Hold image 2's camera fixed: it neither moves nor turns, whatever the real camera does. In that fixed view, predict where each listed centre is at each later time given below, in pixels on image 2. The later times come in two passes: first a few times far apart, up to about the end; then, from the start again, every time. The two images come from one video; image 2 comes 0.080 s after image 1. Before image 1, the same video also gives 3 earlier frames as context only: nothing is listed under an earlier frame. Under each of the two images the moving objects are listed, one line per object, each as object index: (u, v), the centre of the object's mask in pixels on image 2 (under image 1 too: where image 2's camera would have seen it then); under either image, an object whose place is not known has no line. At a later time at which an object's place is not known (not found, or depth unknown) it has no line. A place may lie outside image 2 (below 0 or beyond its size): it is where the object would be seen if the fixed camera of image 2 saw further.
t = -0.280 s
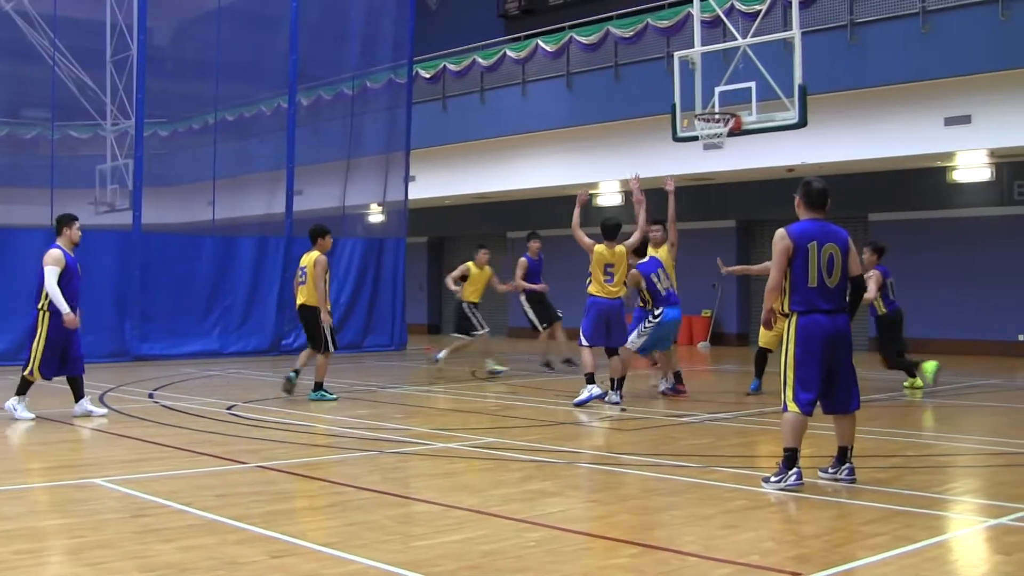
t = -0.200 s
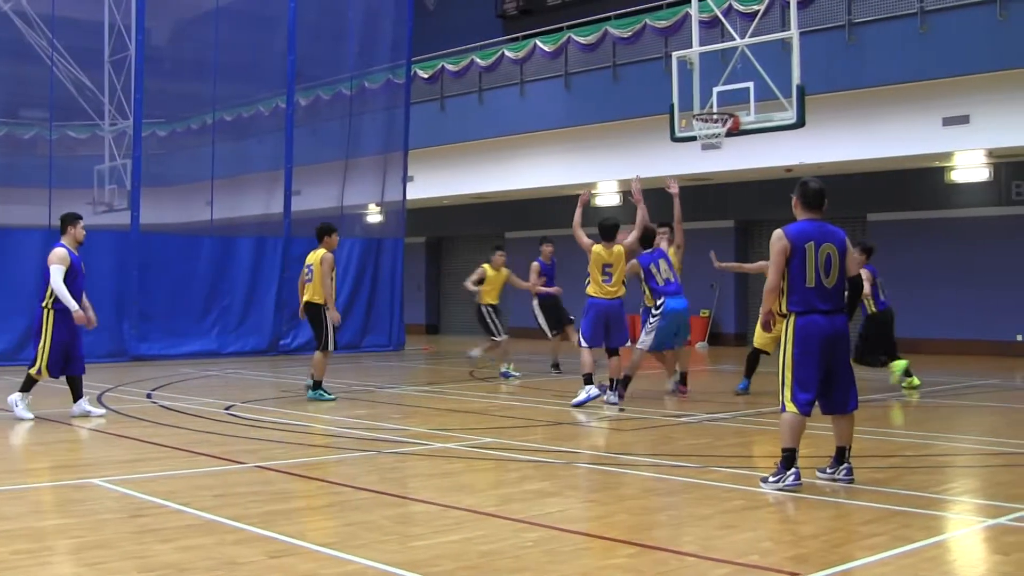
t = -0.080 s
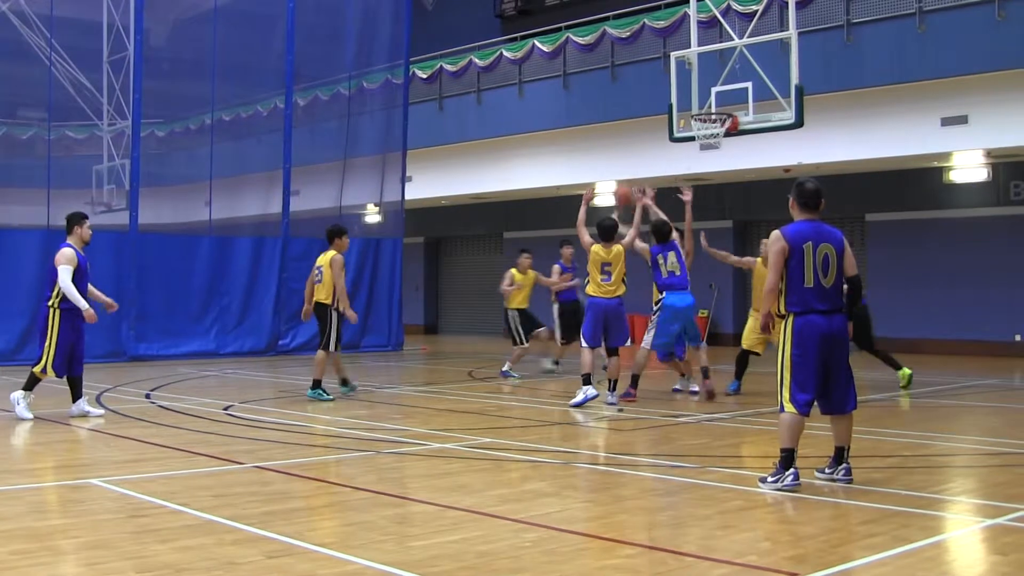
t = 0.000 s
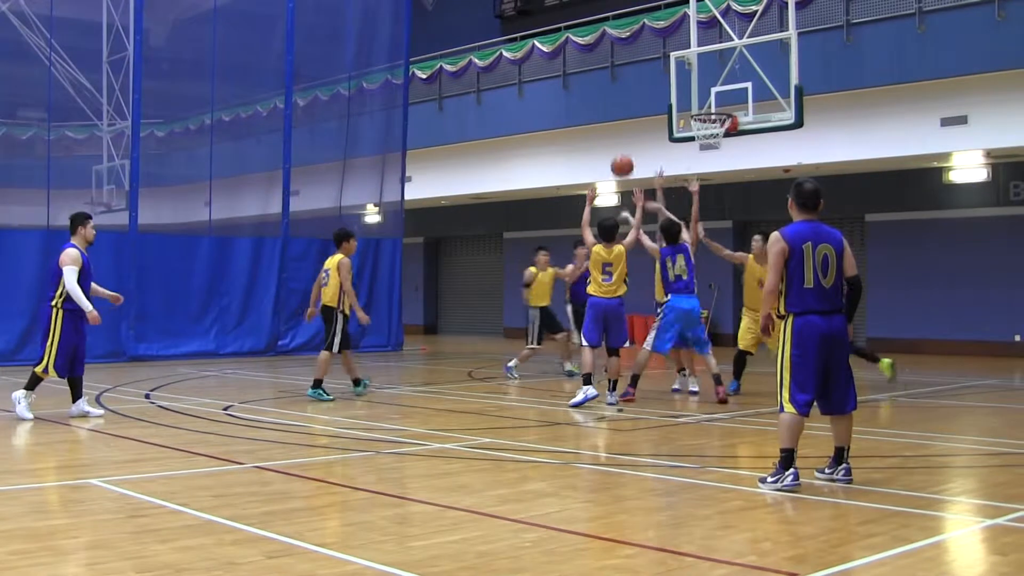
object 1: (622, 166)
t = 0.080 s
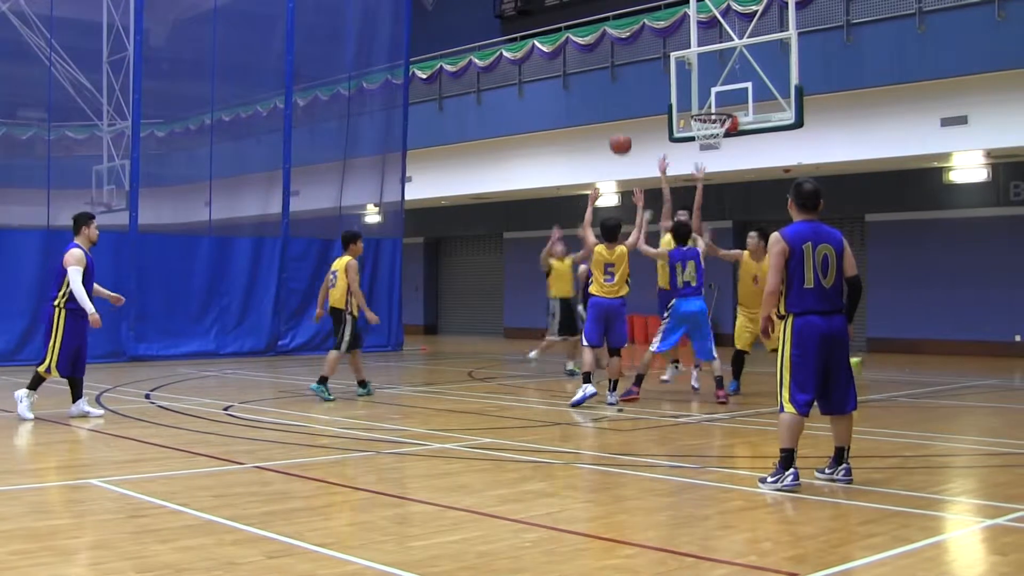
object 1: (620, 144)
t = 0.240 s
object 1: (618, 118)
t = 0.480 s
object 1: (615, 124)
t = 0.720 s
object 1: (613, 172)
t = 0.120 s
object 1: (620, 135)
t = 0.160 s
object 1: (620, 127)
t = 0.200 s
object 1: (619, 122)
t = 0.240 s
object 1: (618, 118)
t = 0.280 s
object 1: (618, 116)
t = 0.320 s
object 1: (617, 115)
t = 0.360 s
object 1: (617, 115)
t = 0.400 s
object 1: (616, 117)
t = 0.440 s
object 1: (616, 119)
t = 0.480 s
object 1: (615, 124)
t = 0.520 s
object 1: (615, 129)
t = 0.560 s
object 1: (615, 136)
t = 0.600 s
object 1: (614, 144)
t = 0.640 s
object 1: (614, 152)
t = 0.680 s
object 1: (614, 162)
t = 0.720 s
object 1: (613, 172)
